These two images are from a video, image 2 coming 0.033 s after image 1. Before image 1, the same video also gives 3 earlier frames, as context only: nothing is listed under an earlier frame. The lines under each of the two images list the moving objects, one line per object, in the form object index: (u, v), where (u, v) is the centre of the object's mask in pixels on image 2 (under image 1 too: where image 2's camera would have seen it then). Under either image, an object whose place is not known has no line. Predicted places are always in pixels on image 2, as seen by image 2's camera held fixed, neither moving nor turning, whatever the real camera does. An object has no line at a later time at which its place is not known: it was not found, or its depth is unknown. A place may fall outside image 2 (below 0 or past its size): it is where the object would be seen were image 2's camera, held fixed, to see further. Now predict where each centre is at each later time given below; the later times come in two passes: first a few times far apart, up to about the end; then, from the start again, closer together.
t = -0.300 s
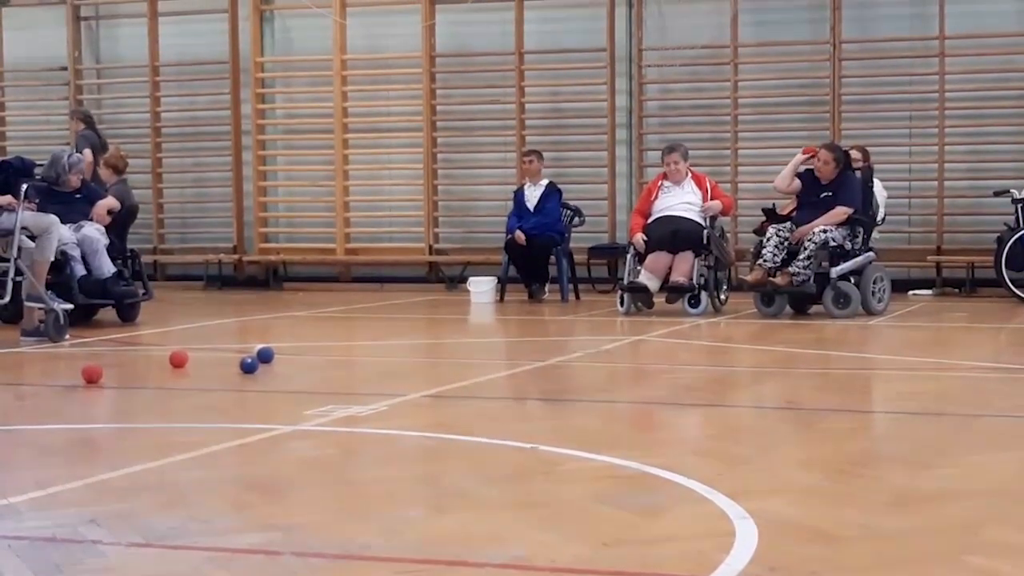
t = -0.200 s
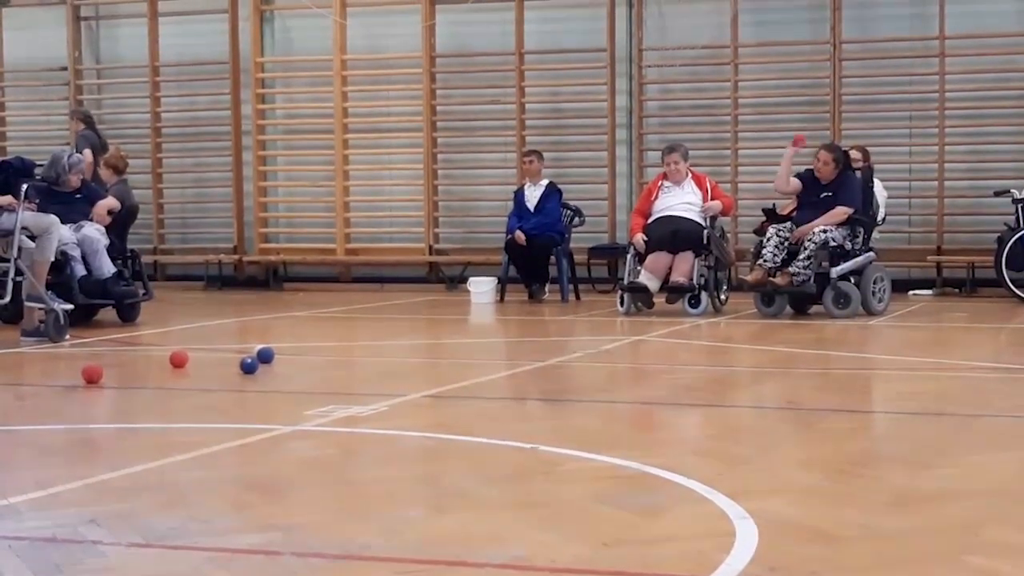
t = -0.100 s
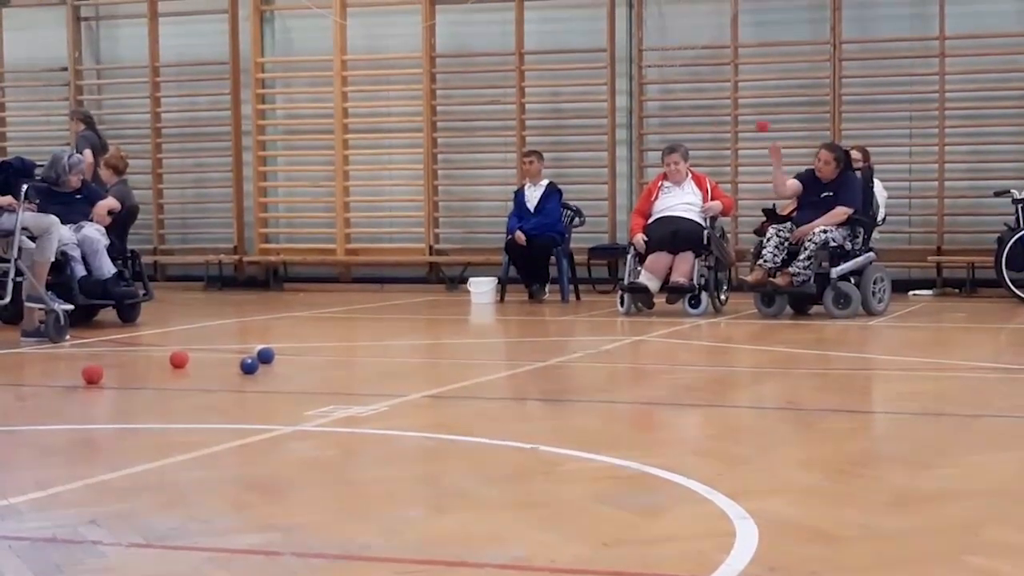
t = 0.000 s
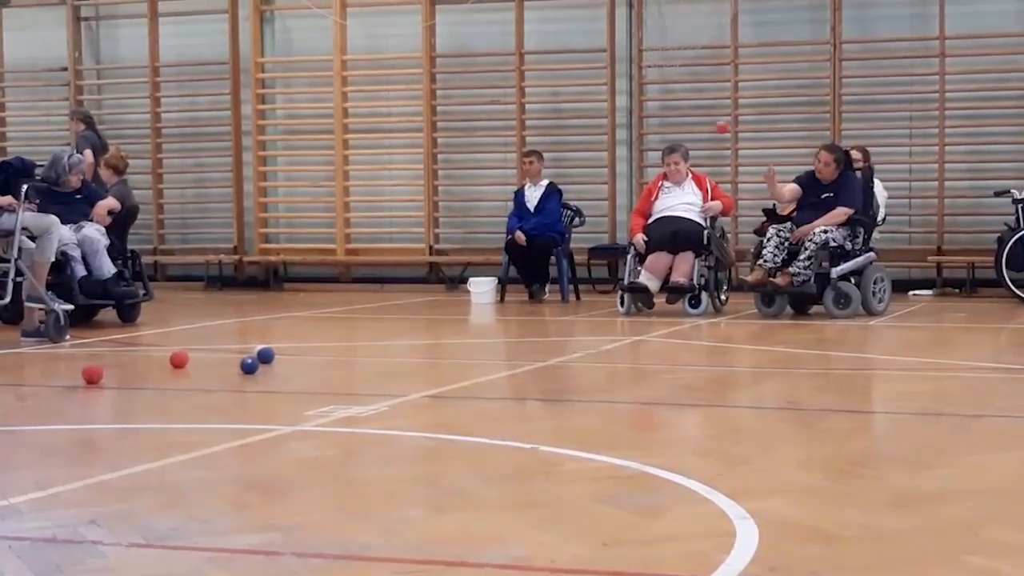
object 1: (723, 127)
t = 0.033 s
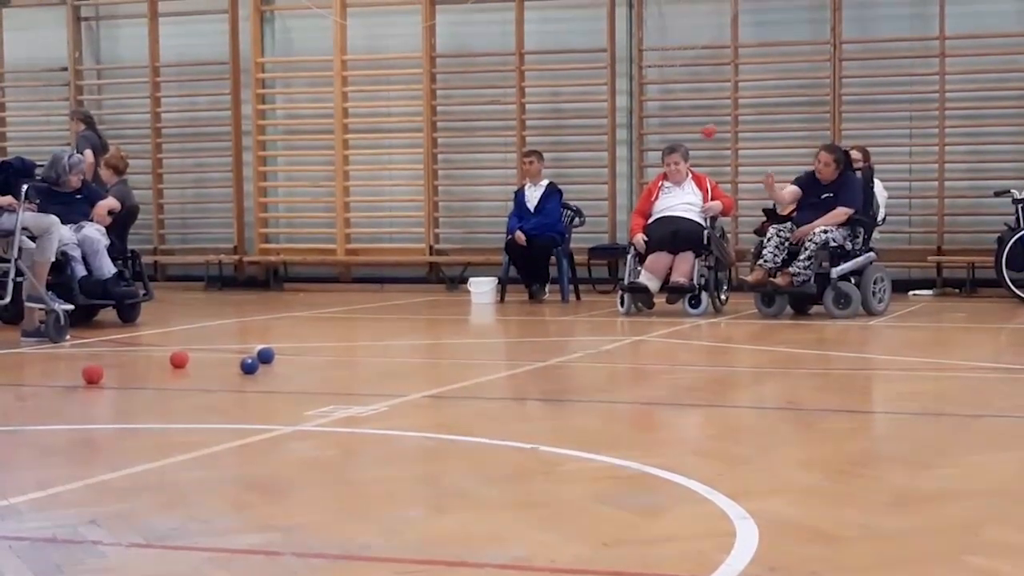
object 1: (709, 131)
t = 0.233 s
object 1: (616, 197)
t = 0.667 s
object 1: (454, 323)
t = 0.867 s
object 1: (397, 344)
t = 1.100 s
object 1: (338, 349)
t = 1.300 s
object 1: (289, 353)
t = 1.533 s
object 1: (274, 356)
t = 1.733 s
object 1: (269, 357)
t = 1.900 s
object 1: (266, 358)
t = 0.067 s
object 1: (694, 137)
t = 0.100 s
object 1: (678, 147)
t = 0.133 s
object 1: (663, 155)
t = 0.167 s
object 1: (648, 167)
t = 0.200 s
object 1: (633, 181)
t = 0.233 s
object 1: (616, 197)
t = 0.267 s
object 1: (601, 216)
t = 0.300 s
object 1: (585, 237)
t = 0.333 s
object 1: (568, 259)
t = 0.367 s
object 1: (553, 284)
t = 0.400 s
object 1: (533, 312)
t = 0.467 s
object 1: (508, 325)
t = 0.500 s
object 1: (501, 320)
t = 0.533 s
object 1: (492, 316)
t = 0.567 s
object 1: (482, 315)
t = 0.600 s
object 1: (472, 315)
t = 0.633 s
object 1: (463, 318)
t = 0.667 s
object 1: (454, 323)
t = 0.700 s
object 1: (443, 329)
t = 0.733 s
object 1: (434, 339)
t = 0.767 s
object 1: (424, 341)
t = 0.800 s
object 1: (416, 340)
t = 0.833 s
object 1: (406, 340)
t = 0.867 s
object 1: (397, 344)
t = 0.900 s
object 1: (388, 344)
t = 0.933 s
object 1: (380, 346)
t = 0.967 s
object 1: (371, 346)
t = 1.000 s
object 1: (363, 346)
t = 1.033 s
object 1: (354, 347)
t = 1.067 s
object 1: (345, 349)
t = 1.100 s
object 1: (338, 349)
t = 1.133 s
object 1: (329, 350)
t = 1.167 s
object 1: (321, 351)
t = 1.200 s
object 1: (313, 351)
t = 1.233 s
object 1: (305, 352)
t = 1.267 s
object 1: (297, 353)
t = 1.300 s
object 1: (289, 353)
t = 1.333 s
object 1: (282, 354)
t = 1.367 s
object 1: (280, 352)
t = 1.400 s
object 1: (278, 352)
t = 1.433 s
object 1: (277, 353)
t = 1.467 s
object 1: (276, 356)
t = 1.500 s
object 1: (275, 356)
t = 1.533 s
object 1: (274, 356)
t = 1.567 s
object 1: (273, 356)
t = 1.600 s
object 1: (272, 356)
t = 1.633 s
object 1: (272, 357)
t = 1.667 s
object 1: (271, 357)
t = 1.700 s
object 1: (270, 357)
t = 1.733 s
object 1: (269, 357)
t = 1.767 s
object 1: (268, 357)
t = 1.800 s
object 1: (267, 357)
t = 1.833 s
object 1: (267, 358)
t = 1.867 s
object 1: (267, 358)
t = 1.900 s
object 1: (266, 358)
